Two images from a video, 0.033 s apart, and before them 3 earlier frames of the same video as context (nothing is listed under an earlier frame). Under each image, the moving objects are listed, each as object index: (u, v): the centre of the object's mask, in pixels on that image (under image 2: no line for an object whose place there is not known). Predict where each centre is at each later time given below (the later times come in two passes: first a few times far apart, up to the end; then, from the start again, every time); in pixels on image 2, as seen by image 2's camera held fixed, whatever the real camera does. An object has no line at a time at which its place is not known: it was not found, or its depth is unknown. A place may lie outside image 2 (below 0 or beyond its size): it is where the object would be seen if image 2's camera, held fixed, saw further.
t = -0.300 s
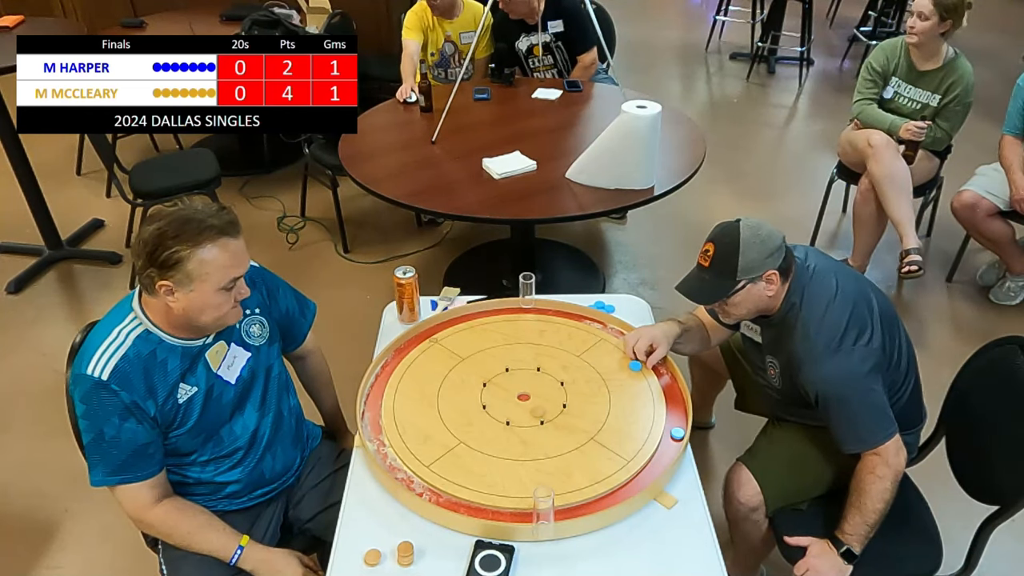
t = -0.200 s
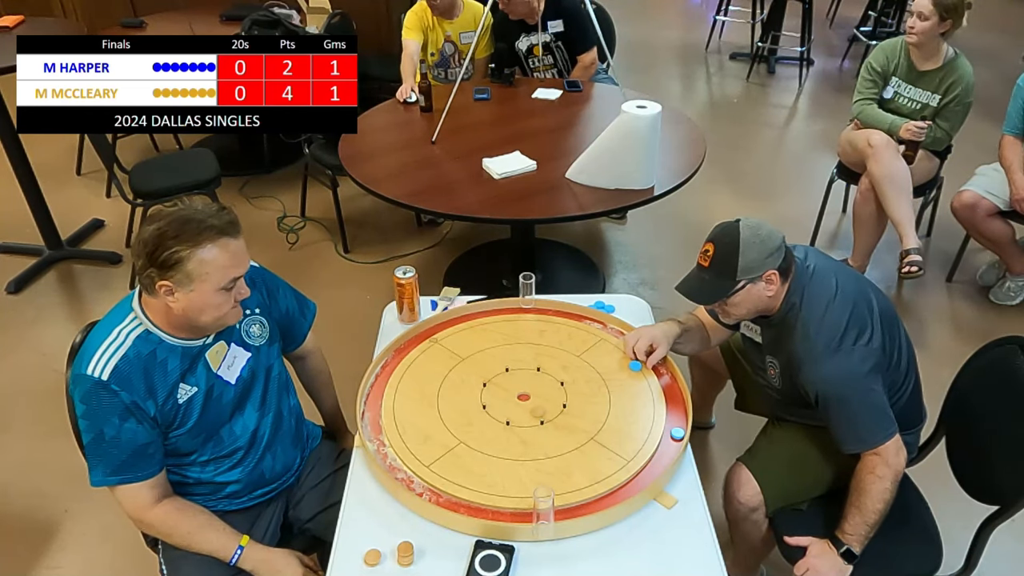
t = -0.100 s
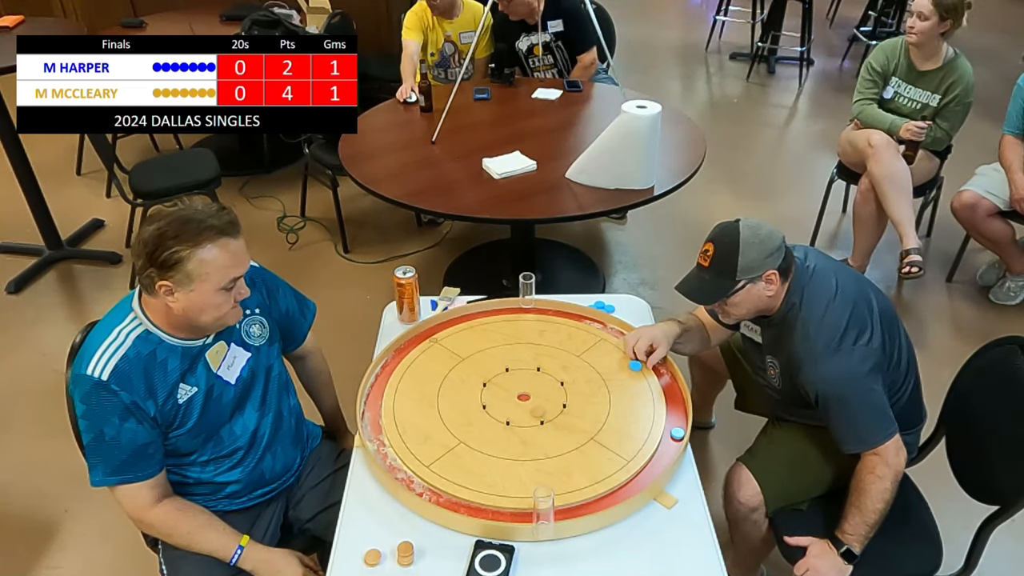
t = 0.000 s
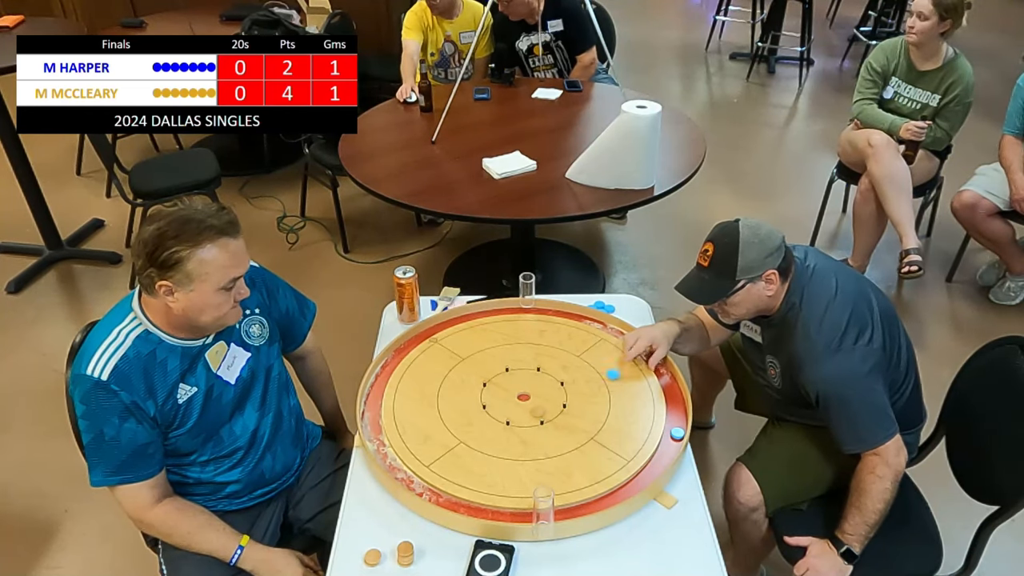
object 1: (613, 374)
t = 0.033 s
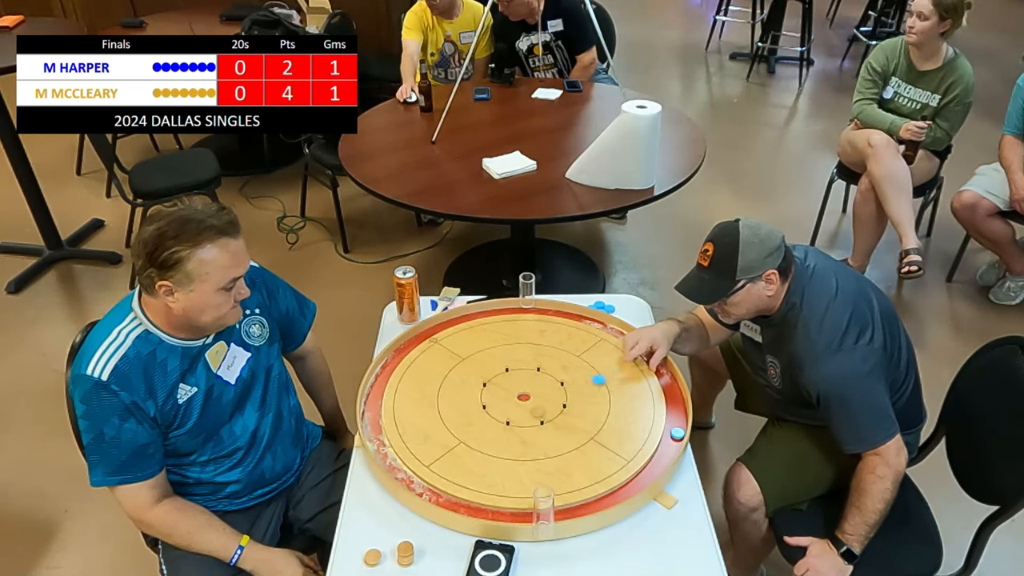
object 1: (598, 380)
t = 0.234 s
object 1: (520, 401)
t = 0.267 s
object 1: (510, 400)
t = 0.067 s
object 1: (585, 385)
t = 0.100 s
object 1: (570, 390)
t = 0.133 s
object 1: (557, 395)
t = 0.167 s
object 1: (543, 401)
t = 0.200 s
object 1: (531, 402)
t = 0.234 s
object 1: (520, 401)
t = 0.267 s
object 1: (510, 400)
